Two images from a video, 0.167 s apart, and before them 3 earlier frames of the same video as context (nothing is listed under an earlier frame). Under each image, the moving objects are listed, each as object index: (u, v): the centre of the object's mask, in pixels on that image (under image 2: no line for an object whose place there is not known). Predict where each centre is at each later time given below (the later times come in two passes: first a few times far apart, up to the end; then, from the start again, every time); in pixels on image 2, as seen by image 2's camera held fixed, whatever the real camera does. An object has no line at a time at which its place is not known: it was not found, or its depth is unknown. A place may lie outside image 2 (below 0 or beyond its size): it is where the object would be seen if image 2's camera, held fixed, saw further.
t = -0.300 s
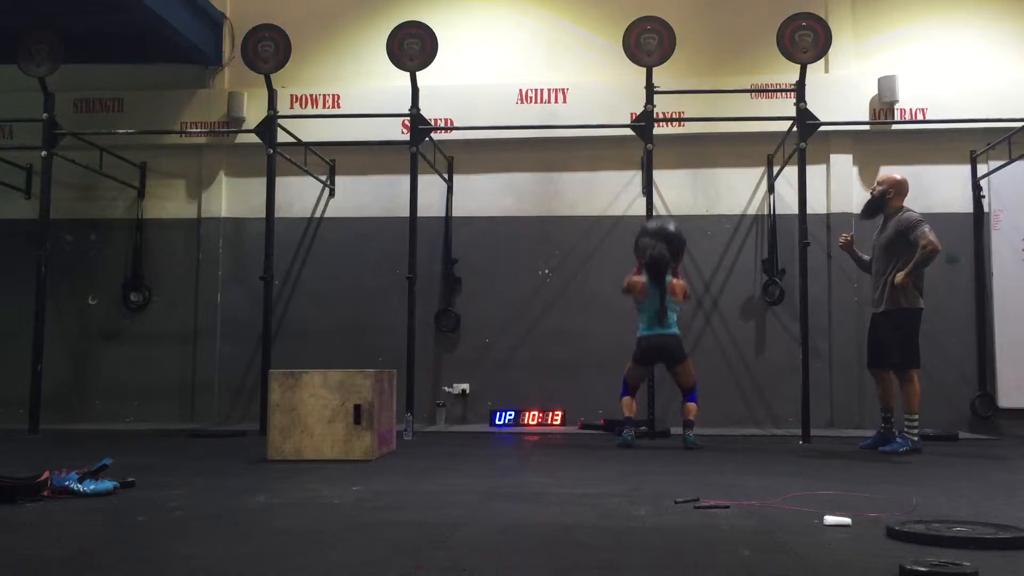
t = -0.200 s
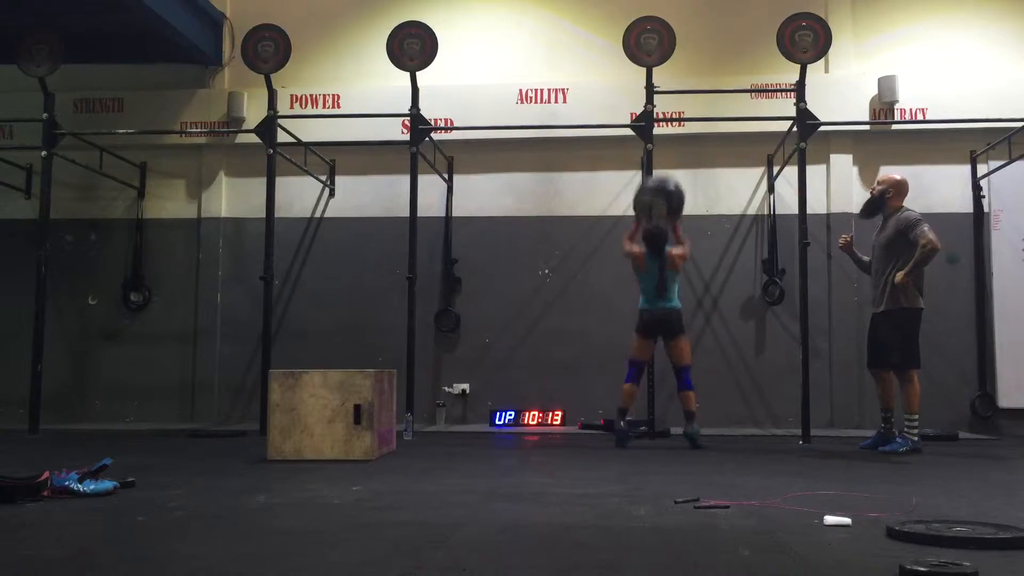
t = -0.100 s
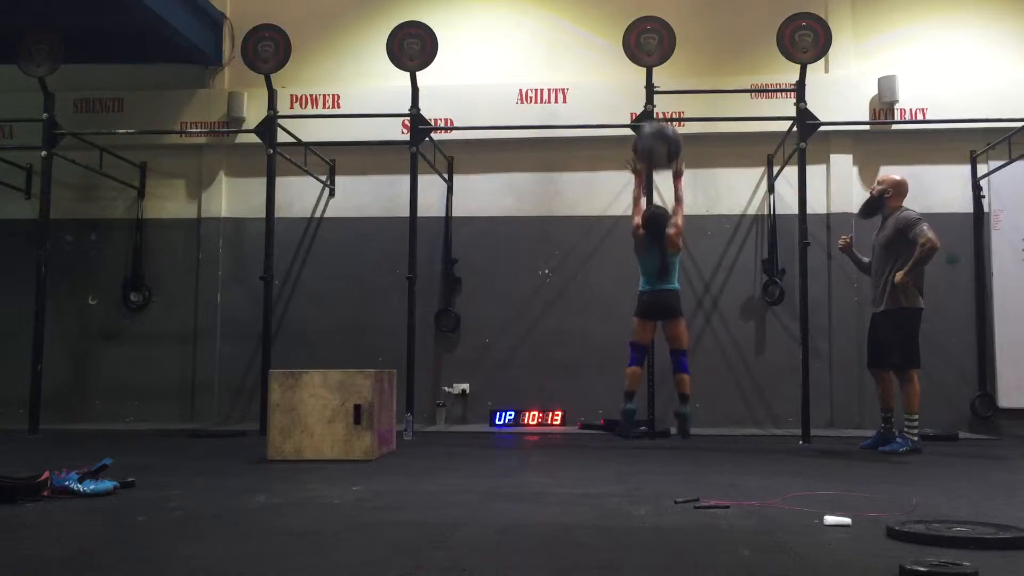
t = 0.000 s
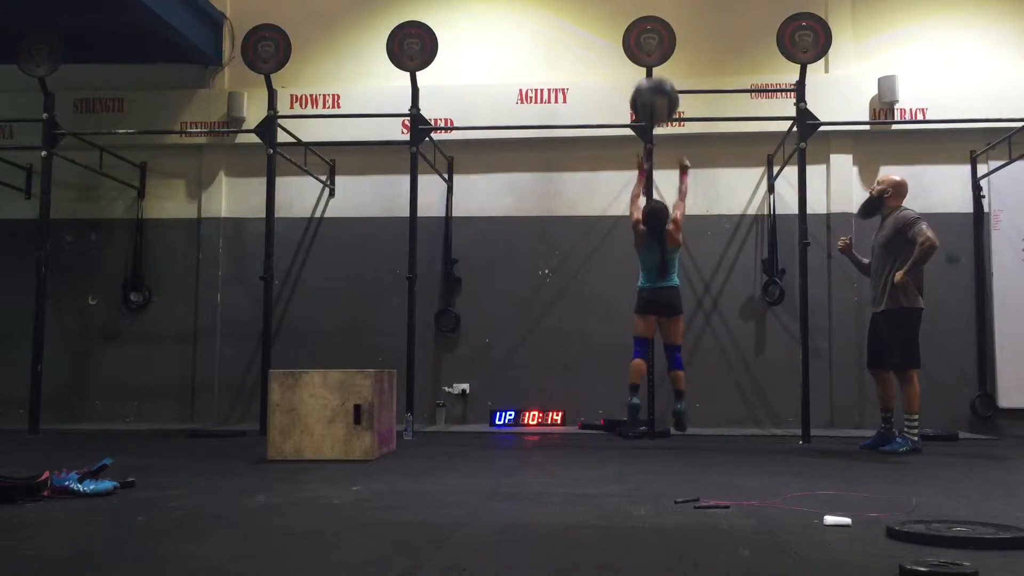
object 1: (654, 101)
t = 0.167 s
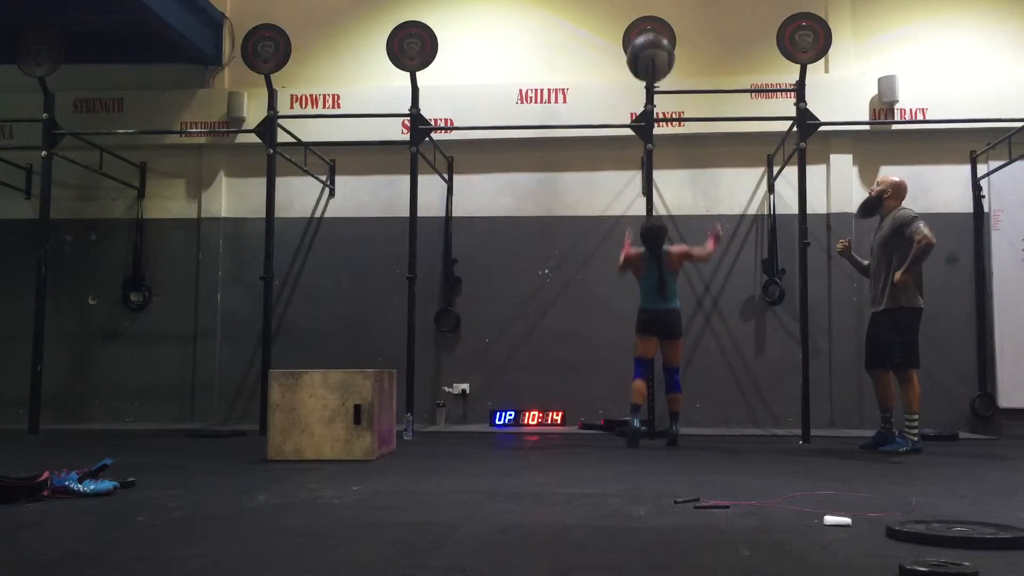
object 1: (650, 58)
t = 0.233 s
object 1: (650, 51)
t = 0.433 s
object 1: (648, 61)
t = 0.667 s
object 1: (646, 141)
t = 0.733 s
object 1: (646, 176)
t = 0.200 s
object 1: (650, 54)
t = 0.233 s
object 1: (650, 51)
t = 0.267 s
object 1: (649, 49)
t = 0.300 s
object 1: (649, 49)
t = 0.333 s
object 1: (649, 50)
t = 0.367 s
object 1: (648, 53)
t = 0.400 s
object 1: (648, 56)
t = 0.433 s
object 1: (648, 61)
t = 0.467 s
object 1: (648, 68)
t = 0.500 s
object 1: (648, 75)
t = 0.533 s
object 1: (648, 85)
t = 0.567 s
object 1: (647, 97)
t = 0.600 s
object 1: (647, 111)
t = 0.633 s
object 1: (647, 125)
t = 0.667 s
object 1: (646, 141)
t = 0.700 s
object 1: (646, 158)
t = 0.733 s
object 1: (646, 176)
